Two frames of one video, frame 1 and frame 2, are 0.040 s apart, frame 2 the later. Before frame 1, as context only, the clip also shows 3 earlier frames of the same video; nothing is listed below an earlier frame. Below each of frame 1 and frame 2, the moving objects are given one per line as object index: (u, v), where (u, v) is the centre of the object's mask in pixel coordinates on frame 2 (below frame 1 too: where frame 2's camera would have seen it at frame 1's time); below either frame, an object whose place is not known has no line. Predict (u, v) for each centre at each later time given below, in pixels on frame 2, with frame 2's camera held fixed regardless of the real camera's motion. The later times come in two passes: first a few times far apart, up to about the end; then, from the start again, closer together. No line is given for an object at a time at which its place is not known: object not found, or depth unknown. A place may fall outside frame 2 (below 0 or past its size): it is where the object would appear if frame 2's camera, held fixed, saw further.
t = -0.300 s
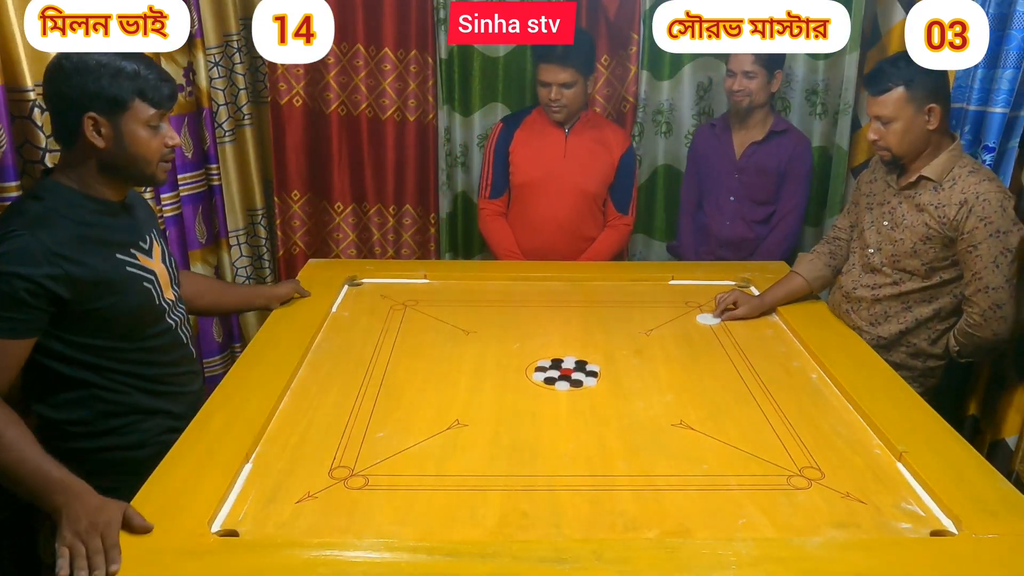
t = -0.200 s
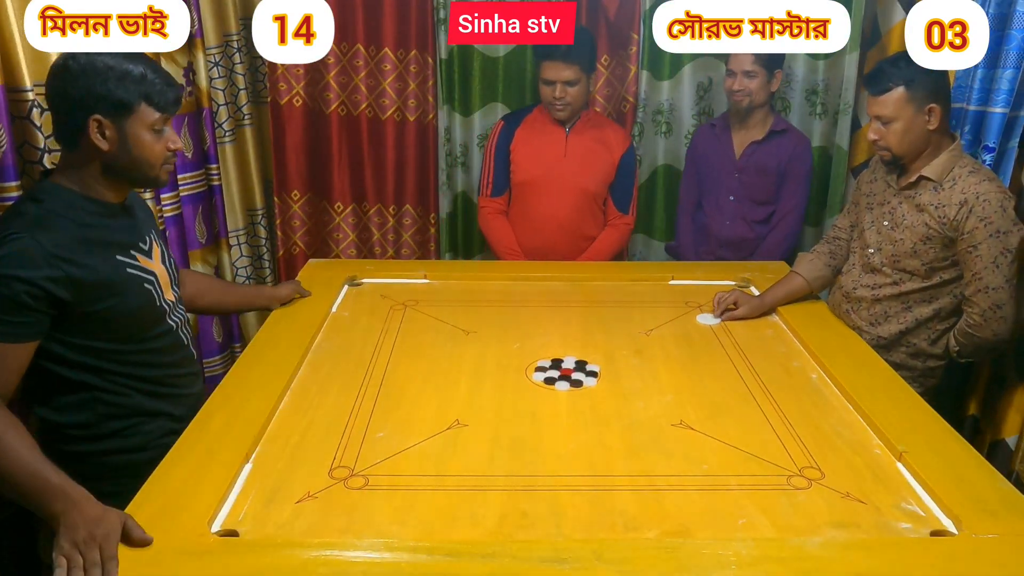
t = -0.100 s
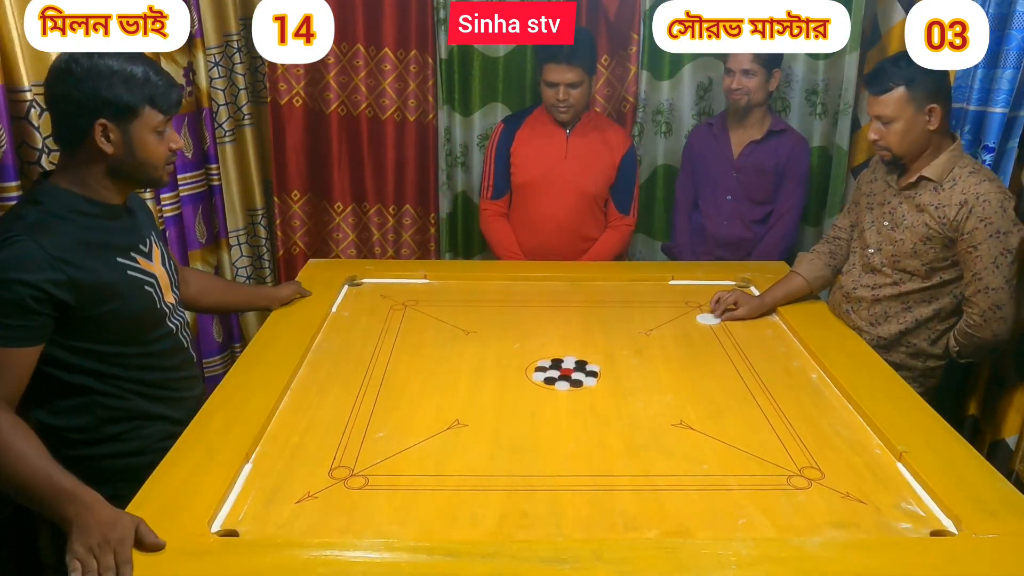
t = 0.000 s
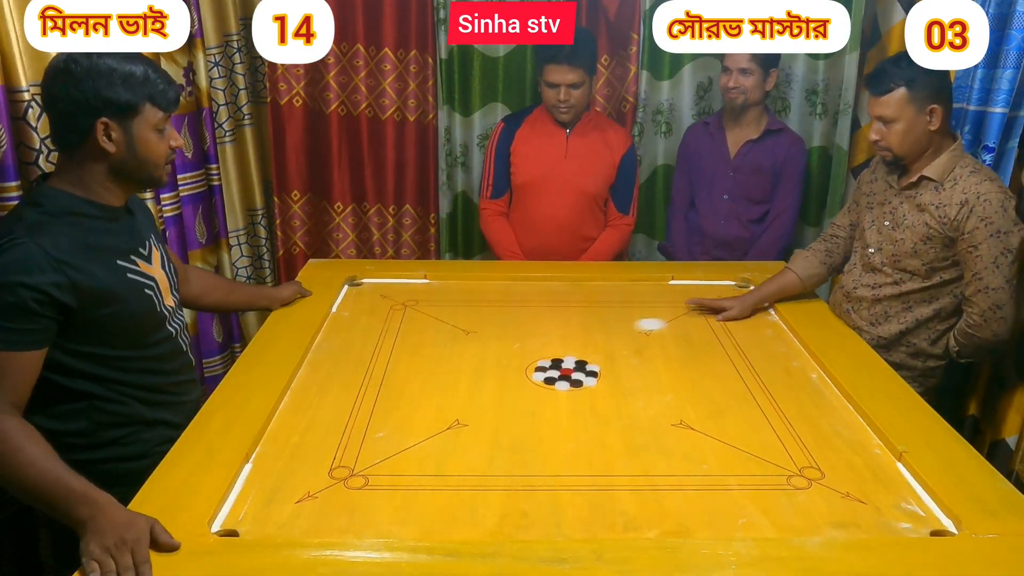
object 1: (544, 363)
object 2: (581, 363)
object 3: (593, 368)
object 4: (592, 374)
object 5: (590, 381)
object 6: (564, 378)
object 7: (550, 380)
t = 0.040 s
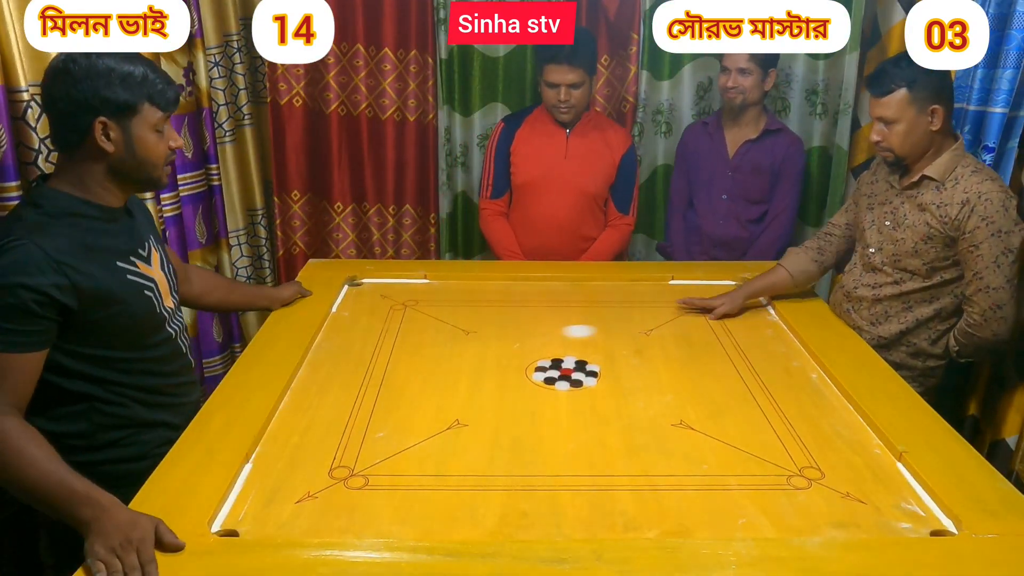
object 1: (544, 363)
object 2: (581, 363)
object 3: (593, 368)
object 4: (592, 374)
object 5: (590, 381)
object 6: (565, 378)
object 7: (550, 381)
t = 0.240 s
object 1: (544, 363)
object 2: (581, 363)
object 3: (593, 368)
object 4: (592, 374)
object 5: (590, 381)
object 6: (565, 378)
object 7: (550, 381)
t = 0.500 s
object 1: (506, 316)
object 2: (664, 347)
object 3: (661, 359)
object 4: (660, 366)
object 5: (696, 395)
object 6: (608, 403)
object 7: (515, 409)
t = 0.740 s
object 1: (474, 291)
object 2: (752, 331)
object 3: (735, 350)
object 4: (731, 358)
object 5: (831, 413)
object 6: (653, 432)
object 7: (473, 444)
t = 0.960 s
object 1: (457, 315)
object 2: (750, 322)
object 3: (783, 346)
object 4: (775, 354)
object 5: (806, 425)
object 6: (675, 447)
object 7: (448, 467)
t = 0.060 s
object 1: (544, 363)
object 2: (581, 363)
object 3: (593, 368)
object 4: (592, 374)
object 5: (590, 381)
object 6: (565, 378)
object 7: (550, 381)
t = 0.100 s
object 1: (544, 363)
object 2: (581, 363)
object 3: (593, 368)
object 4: (592, 374)
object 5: (590, 381)
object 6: (565, 378)
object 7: (550, 381)
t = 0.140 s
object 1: (544, 363)
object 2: (581, 363)
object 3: (593, 368)
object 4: (592, 374)
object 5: (590, 382)
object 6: (565, 378)
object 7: (550, 381)
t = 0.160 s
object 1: (544, 363)
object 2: (581, 363)
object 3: (593, 368)
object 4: (592, 374)
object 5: (590, 382)
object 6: (565, 378)
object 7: (550, 381)
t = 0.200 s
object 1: (544, 363)
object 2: (581, 363)
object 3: (593, 368)
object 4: (592, 374)
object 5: (590, 381)
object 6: (565, 378)
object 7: (550, 381)
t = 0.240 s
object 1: (544, 363)
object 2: (581, 363)
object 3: (593, 368)
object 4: (592, 374)
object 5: (590, 381)
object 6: (565, 378)
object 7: (550, 381)
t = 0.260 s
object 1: (544, 363)
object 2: (581, 363)
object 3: (593, 368)
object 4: (592, 374)
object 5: (590, 381)
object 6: (565, 378)
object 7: (550, 381)
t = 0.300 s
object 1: (544, 363)
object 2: (581, 363)
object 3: (593, 368)
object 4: (592, 374)
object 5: (590, 381)
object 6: (565, 378)
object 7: (550, 381)
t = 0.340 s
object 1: (541, 360)
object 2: (587, 362)
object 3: (597, 367)
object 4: (596, 373)
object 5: (597, 382)
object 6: (568, 380)
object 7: (548, 383)
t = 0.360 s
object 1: (536, 354)
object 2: (597, 360)
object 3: (606, 366)
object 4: (605, 373)
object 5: (610, 384)
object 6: (574, 383)
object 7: (544, 386)
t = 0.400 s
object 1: (527, 342)
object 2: (618, 356)
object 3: (624, 364)
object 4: (623, 371)
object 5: (636, 387)
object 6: (584, 389)
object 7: (535, 393)
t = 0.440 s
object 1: (518, 330)
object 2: (637, 352)
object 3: (639, 362)
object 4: (638, 369)
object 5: (660, 390)
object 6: (594, 395)
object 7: (527, 399)
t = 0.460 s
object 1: (514, 326)
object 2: (646, 351)
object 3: (647, 361)
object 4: (646, 368)
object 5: (672, 392)
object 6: (598, 398)
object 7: (523, 403)
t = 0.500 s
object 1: (506, 316)
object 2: (664, 347)
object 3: (661, 359)
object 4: (660, 366)
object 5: (696, 395)
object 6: (608, 403)
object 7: (515, 409)
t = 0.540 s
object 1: (499, 307)
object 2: (681, 344)
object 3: (676, 357)
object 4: (674, 364)
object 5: (721, 398)
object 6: (617, 409)
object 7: (507, 415)
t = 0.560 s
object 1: (495, 303)
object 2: (689, 343)
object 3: (682, 356)
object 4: (680, 364)
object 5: (732, 400)
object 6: (621, 411)
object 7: (503, 418)
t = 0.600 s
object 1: (489, 296)
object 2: (704, 340)
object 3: (695, 355)
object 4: (693, 362)
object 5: (755, 403)
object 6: (629, 416)
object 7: (496, 424)
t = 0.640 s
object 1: (484, 288)
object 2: (719, 337)
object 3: (707, 354)
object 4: (705, 361)
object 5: (777, 406)
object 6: (636, 421)
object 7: (489, 430)
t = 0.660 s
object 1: (481, 285)
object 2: (726, 336)
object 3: (712, 353)
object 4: (710, 360)
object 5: (789, 407)
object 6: (640, 423)
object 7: (486, 433)
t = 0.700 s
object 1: (477, 286)
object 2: (739, 333)
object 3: (724, 351)
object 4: (721, 359)
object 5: (810, 410)
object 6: (647, 427)
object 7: (479, 439)
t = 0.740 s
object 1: (474, 291)
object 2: (752, 331)
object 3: (735, 350)
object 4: (731, 358)
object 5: (831, 413)
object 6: (653, 432)
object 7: (473, 444)
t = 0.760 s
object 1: (473, 293)
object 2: (758, 330)
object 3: (740, 350)
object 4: (736, 358)
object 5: (842, 414)
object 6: (656, 433)
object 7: (470, 446)
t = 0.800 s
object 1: (469, 298)
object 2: (770, 327)
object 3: (750, 349)
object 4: (745, 357)
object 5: (846, 417)
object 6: (661, 437)
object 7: (465, 451)
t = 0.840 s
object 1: (466, 302)
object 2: (778, 325)
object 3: (758, 348)
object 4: (754, 356)
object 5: (835, 419)
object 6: (665, 440)
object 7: (460, 456)
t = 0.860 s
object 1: (464, 305)
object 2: (773, 324)
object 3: (763, 348)
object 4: (757, 356)
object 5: (830, 421)
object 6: (667, 442)
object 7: (458, 458)
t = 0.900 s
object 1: (461, 309)
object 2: (763, 323)
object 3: (771, 347)
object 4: (765, 355)
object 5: (820, 423)
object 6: (671, 444)
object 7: (454, 462)
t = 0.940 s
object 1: (458, 313)
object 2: (754, 322)
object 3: (779, 346)
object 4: (771, 354)
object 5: (811, 425)
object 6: (673, 446)
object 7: (450, 465)
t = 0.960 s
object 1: (457, 315)
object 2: (750, 322)
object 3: (783, 346)
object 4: (775, 354)
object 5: (806, 425)
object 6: (675, 447)
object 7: (448, 467)
